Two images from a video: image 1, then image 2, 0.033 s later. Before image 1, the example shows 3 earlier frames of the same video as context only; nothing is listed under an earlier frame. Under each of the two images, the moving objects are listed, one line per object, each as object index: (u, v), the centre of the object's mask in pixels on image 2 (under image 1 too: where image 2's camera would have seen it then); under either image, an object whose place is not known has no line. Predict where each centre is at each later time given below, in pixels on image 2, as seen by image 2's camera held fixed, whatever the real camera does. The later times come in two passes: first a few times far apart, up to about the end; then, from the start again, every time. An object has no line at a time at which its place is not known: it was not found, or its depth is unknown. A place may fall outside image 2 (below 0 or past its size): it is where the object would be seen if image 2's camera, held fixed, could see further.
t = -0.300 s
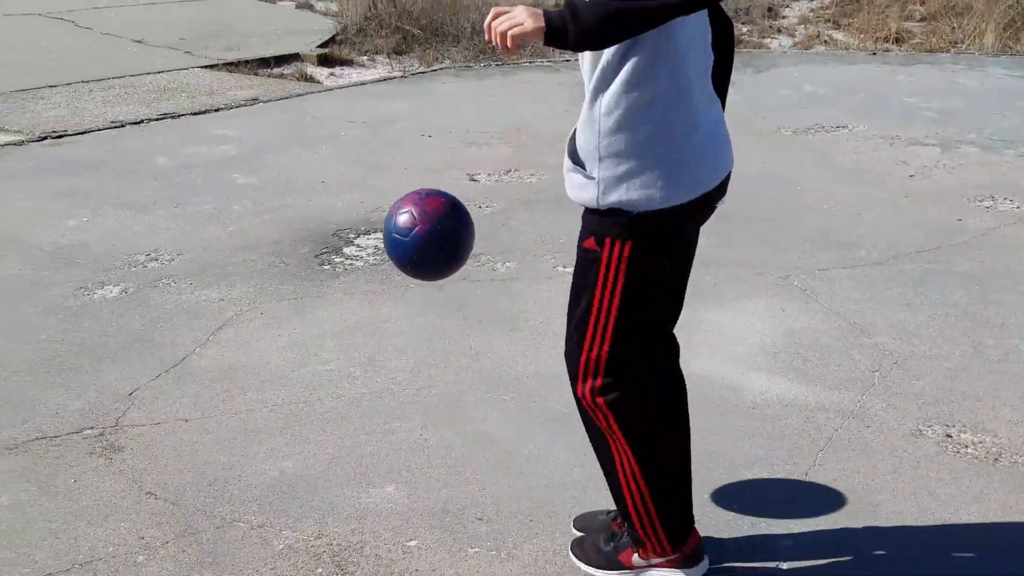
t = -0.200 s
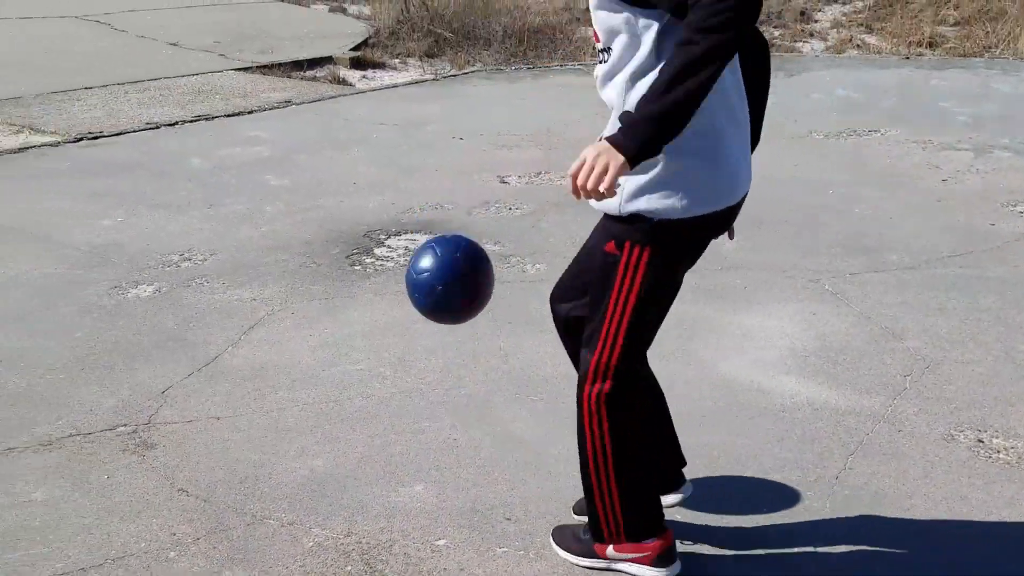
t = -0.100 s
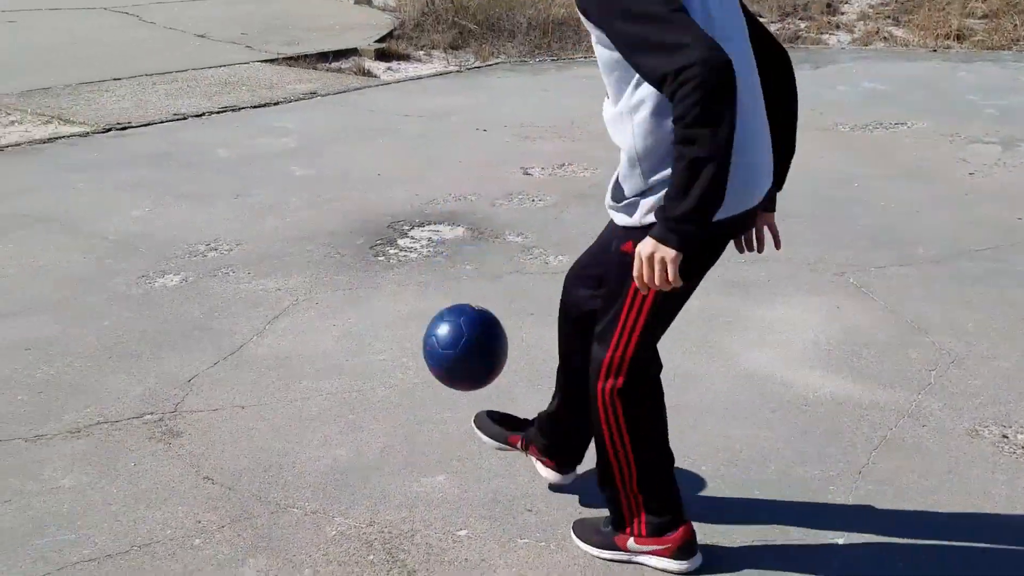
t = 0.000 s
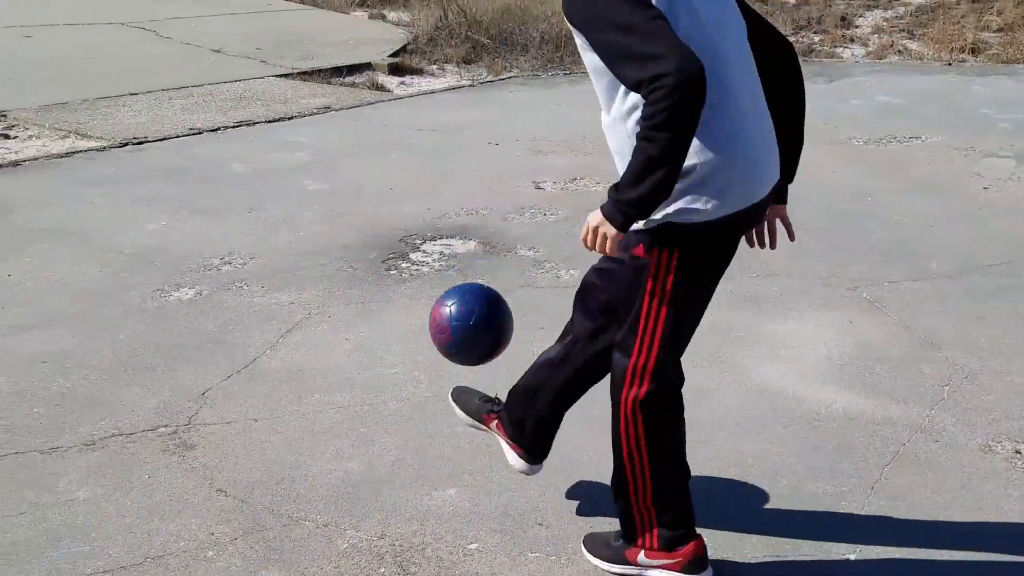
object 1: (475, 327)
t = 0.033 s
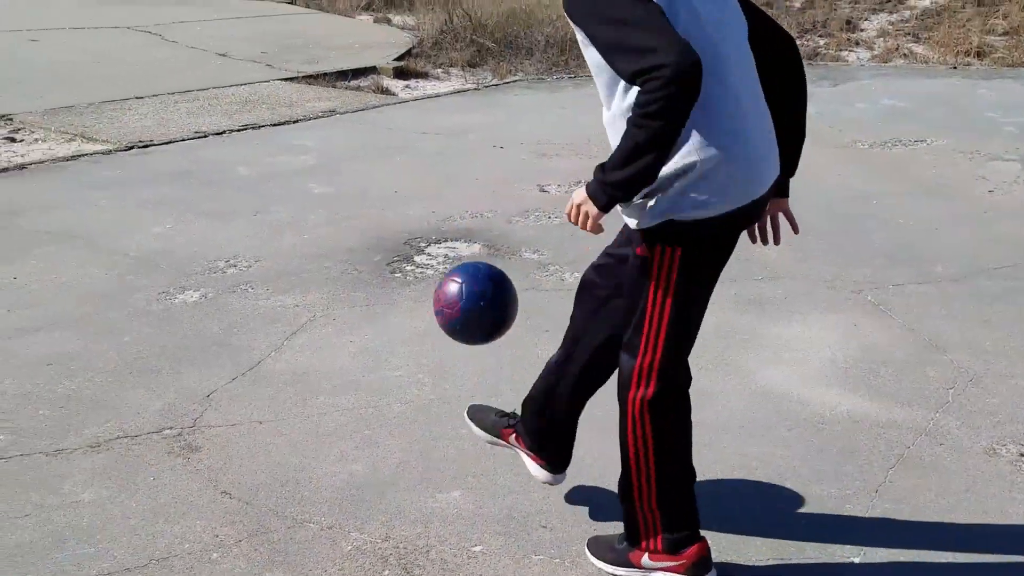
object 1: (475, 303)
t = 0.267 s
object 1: (477, 246)
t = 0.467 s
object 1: (483, 360)
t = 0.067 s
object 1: (475, 283)
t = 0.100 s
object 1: (475, 267)
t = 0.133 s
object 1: (476, 255)
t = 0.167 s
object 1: (476, 246)
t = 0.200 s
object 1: (477, 242)
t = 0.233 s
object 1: (477, 241)
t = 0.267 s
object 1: (477, 246)
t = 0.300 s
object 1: (477, 255)
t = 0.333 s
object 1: (479, 268)
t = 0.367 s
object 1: (480, 285)
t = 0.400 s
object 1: (481, 305)
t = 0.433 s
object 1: (482, 330)
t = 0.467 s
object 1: (483, 360)
